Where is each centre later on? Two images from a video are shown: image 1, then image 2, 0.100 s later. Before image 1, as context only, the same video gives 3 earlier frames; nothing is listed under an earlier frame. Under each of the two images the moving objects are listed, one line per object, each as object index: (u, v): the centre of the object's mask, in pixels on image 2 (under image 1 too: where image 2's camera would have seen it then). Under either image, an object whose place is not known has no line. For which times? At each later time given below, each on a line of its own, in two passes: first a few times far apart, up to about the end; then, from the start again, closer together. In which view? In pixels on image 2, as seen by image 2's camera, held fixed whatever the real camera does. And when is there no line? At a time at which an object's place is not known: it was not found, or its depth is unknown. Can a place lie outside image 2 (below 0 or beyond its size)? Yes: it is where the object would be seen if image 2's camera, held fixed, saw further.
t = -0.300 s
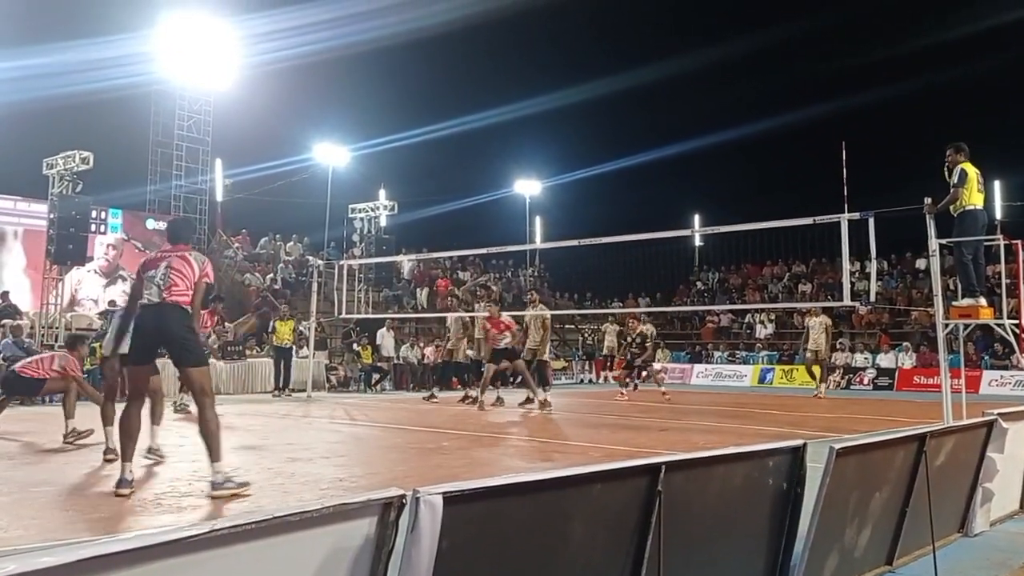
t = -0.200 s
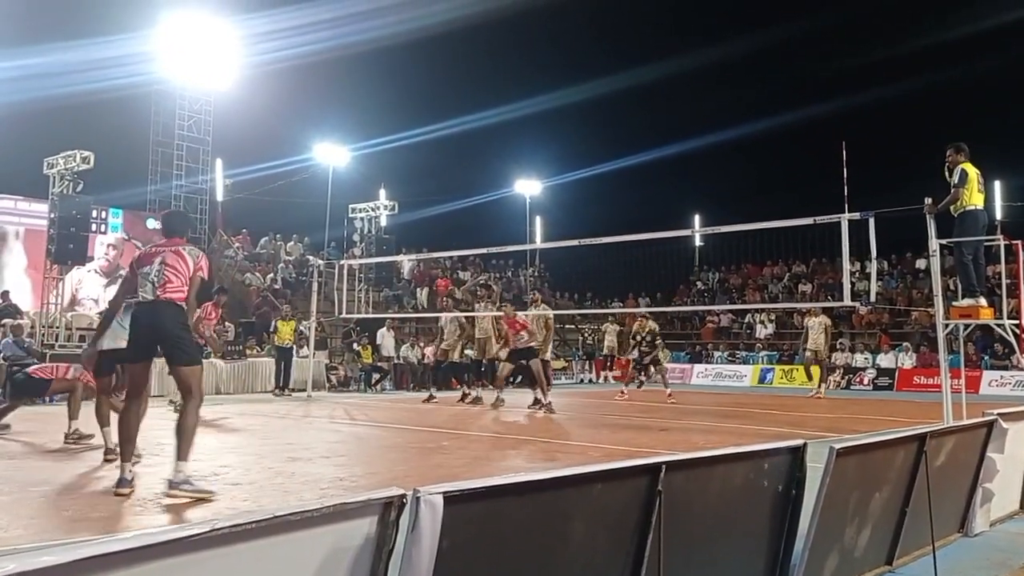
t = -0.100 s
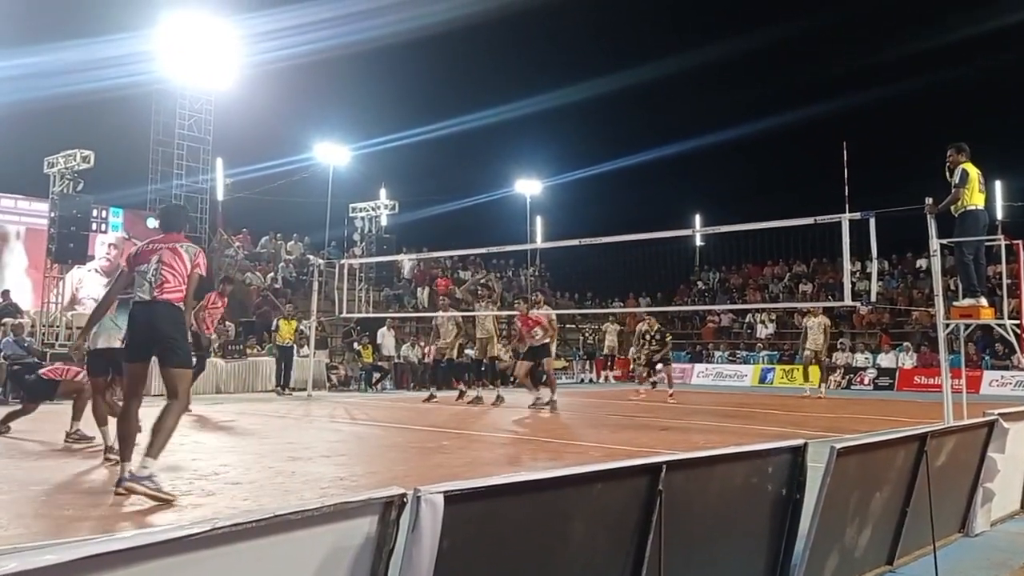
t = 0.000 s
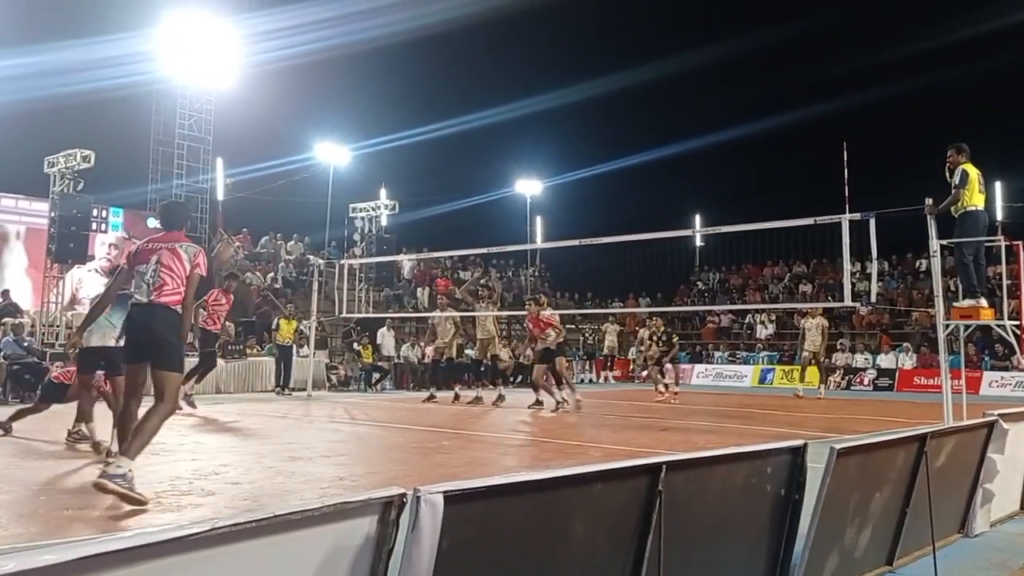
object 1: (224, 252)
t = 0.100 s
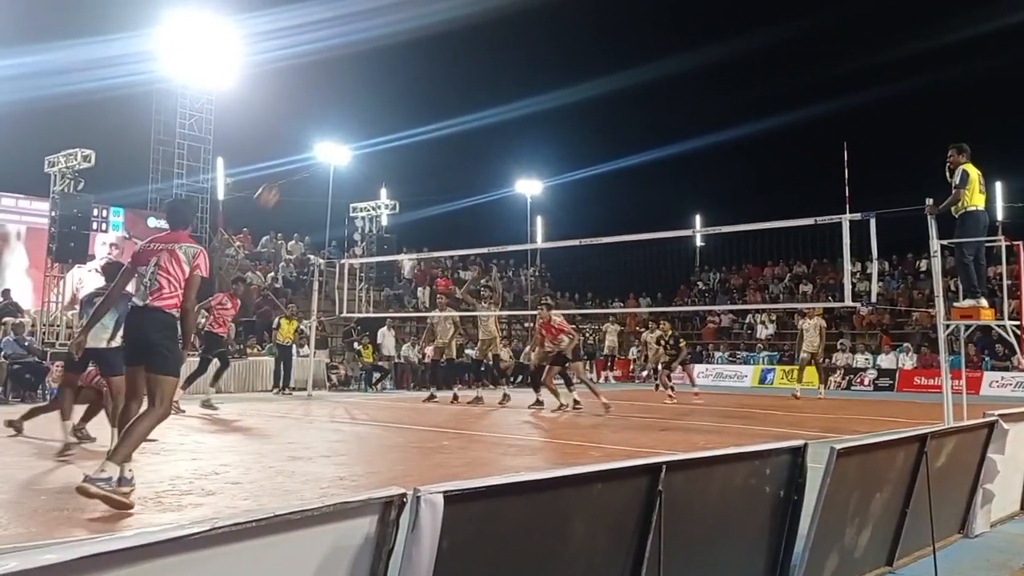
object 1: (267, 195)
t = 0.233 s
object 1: (314, 135)
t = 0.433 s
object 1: (387, 82)
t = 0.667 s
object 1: (460, 61)
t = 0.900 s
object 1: (528, 82)
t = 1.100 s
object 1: (583, 133)
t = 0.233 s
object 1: (314, 135)
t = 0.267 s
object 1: (330, 125)
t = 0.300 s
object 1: (342, 115)
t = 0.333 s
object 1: (353, 105)
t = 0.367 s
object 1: (366, 96)
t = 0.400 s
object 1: (377, 89)
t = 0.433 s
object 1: (387, 82)
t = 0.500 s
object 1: (409, 71)
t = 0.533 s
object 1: (420, 68)
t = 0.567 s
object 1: (430, 64)
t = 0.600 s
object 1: (440, 62)
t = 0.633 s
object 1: (450, 61)
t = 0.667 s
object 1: (460, 61)
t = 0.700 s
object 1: (471, 61)
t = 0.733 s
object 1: (480, 62)
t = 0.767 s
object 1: (490, 65)
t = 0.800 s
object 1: (499, 68)
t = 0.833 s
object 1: (509, 72)
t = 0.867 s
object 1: (519, 77)
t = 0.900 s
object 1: (528, 82)
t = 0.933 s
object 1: (537, 89)
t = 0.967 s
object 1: (547, 96)
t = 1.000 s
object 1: (556, 104)
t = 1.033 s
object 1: (566, 113)
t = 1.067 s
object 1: (574, 123)
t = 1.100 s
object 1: (583, 133)
